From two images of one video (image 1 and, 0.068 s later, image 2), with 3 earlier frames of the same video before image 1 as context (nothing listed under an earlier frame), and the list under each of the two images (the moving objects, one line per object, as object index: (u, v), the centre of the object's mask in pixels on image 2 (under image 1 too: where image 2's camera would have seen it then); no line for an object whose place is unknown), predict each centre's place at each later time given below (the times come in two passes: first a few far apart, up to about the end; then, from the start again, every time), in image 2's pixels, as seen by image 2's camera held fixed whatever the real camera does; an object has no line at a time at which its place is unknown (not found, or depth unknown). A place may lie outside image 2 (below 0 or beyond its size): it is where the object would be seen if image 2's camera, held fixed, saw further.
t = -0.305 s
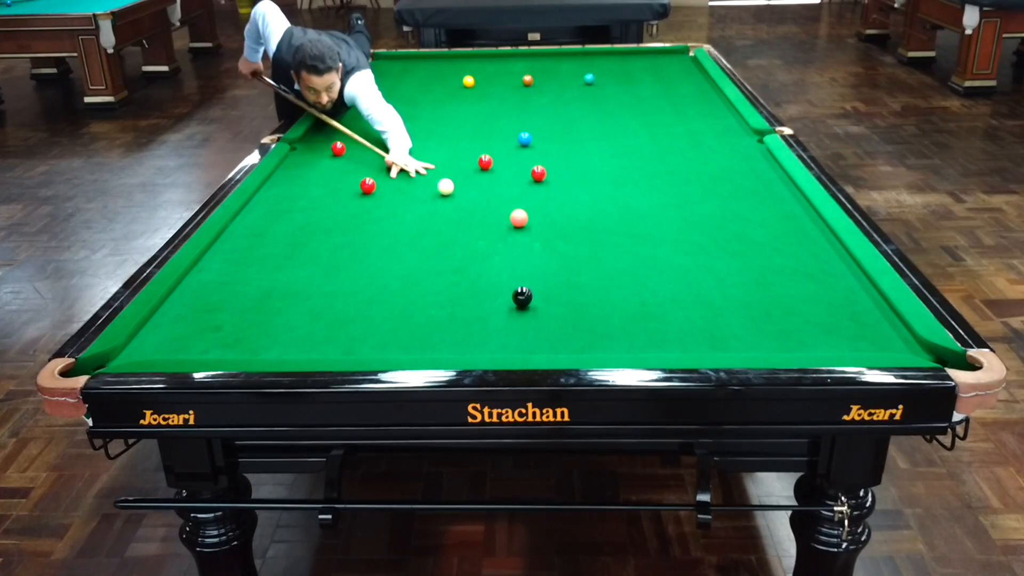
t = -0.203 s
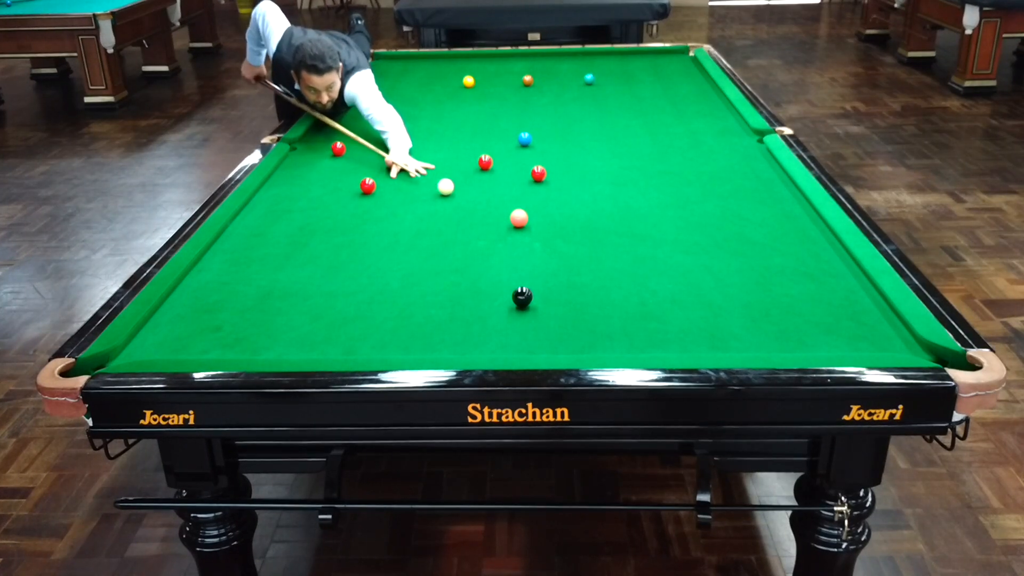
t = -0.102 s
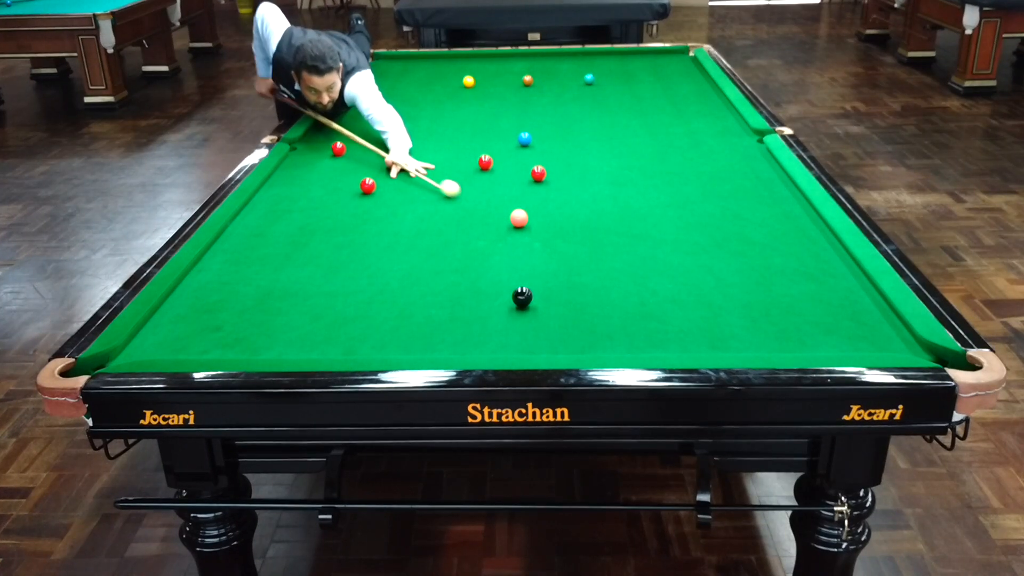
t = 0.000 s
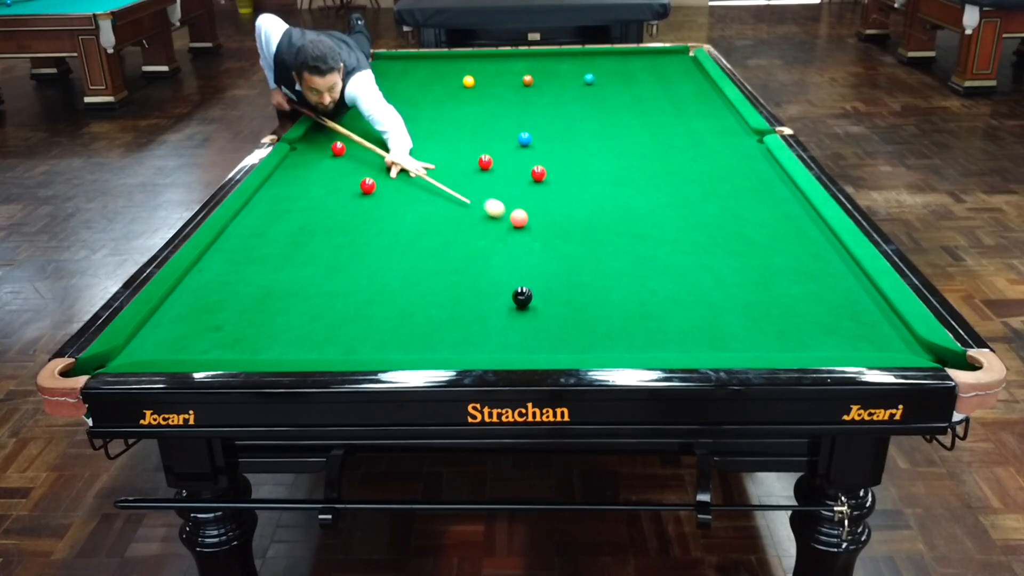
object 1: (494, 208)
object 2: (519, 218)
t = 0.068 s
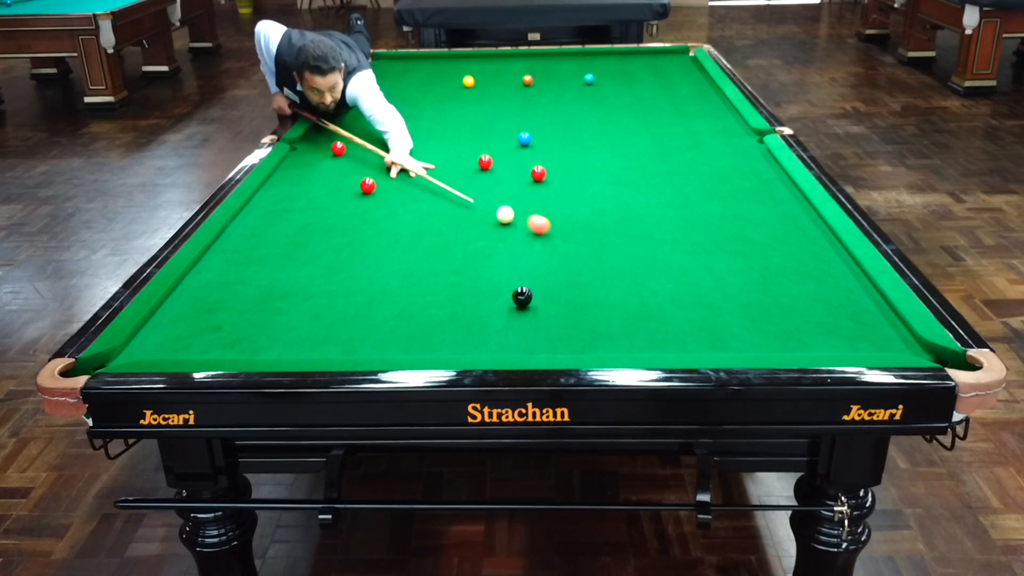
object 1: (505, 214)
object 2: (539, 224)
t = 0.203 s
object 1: (497, 215)
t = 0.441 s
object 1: (483, 215)
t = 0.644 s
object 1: (473, 216)
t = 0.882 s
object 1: (462, 216)
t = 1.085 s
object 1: (455, 216)
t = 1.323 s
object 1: (448, 216)
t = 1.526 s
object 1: (444, 216)
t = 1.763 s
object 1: (441, 216)
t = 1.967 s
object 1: (440, 216)
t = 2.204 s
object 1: (441, 216)
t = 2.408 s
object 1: (441, 216)
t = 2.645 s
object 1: (441, 216)
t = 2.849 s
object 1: (441, 216)
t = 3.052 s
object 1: (441, 216)
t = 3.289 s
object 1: (441, 216)
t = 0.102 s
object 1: (503, 215)
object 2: (557, 230)
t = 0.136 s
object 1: (501, 215)
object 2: (574, 236)
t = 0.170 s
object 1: (499, 215)
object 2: (592, 243)
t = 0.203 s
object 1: (497, 215)
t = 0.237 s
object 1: (495, 215)
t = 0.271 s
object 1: (493, 215)
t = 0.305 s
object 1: (491, 215)
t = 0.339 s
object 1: (489, 215)
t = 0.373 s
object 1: (487, 215)
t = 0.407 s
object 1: (485, 215)
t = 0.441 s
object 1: (483, 215)
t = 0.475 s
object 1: (481, 215)
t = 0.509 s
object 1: (479, 215)
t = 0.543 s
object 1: (478, 216)
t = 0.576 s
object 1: (476, 216)
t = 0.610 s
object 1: (474, 216)
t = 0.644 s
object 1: (473, 216)
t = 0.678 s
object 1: (471, 216)
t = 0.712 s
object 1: (469, 216)
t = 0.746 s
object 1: (468, 216)
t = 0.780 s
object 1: (466, 216)
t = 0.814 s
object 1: (465, 216)
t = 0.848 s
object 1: (464, 216)
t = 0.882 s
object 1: (462, 216)
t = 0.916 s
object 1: (461, 216)
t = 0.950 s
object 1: (460, 216)
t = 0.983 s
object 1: (458, 216)
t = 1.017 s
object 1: (457, 216)
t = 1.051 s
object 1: (456, 216)
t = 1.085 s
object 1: (455, 216)
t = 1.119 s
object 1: (454, 216)
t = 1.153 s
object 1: (453, 216)
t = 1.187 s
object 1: (452, 216)
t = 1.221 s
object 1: (451, 216)
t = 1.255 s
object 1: (450, 216)
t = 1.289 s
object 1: (449, 216)
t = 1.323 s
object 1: (448, 216)
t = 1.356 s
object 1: (447, 216)
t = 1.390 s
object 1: (447, 216)
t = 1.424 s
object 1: (446, 216)
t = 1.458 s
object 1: (445, 216)
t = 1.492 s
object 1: (445, 216)
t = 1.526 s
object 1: (444, 216)
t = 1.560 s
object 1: (444, 216)
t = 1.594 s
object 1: (443, 216)
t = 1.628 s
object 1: (443, 216)
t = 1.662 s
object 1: (442, 216)
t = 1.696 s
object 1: (442, 216)
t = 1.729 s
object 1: (442, 216)
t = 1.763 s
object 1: (441, 216)
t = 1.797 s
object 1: (441, 216)
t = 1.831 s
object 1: (441, 216)
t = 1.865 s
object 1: (441, 216)
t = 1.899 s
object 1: (440, 216)
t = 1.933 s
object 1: (440, 216)
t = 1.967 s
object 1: (440, 216)
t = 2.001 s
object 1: (440, 216)
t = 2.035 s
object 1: (440, 216)
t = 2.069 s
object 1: (440, 216)
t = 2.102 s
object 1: (440, 216)
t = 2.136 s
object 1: (440, 216)
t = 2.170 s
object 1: (441, 216)
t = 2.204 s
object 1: (441, 216)
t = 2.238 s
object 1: (441, 216)
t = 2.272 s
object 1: (441, 216)
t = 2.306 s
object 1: (441, 216)
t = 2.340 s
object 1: (441, 216)
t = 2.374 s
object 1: (441, 216)
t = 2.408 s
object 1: (441, 216)
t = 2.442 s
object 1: (441, 216)
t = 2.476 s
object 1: (441, 216)
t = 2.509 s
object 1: (441, 216)
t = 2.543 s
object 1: (441, 216)
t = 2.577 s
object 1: (441, 216)
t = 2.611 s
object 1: (441, 216)
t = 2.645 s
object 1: (441, 216)
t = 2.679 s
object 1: (441, 216)
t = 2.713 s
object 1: (441, 216)
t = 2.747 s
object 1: (441, 216)
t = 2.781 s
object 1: (441, 216)
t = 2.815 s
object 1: (441, 216)
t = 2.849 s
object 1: (441, 216)
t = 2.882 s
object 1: (441, 216)
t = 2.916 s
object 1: (441, 216)
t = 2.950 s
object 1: (441, 216)
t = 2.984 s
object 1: (441, 216)
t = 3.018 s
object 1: (441, 216)
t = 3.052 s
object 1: (441, 216)
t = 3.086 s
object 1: (441, 216)
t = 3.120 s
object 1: (441, 216)
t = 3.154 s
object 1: (441, 216)
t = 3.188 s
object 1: (441, 216)
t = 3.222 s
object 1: (441, 216)
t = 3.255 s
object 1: (441, 216)
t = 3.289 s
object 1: (441, 216)
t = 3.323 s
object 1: (441, 216)
